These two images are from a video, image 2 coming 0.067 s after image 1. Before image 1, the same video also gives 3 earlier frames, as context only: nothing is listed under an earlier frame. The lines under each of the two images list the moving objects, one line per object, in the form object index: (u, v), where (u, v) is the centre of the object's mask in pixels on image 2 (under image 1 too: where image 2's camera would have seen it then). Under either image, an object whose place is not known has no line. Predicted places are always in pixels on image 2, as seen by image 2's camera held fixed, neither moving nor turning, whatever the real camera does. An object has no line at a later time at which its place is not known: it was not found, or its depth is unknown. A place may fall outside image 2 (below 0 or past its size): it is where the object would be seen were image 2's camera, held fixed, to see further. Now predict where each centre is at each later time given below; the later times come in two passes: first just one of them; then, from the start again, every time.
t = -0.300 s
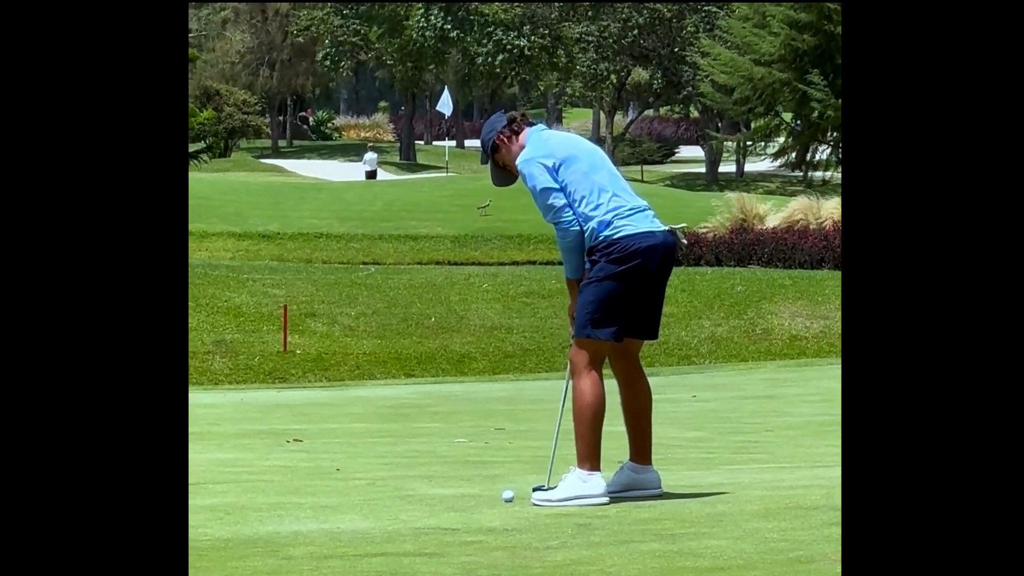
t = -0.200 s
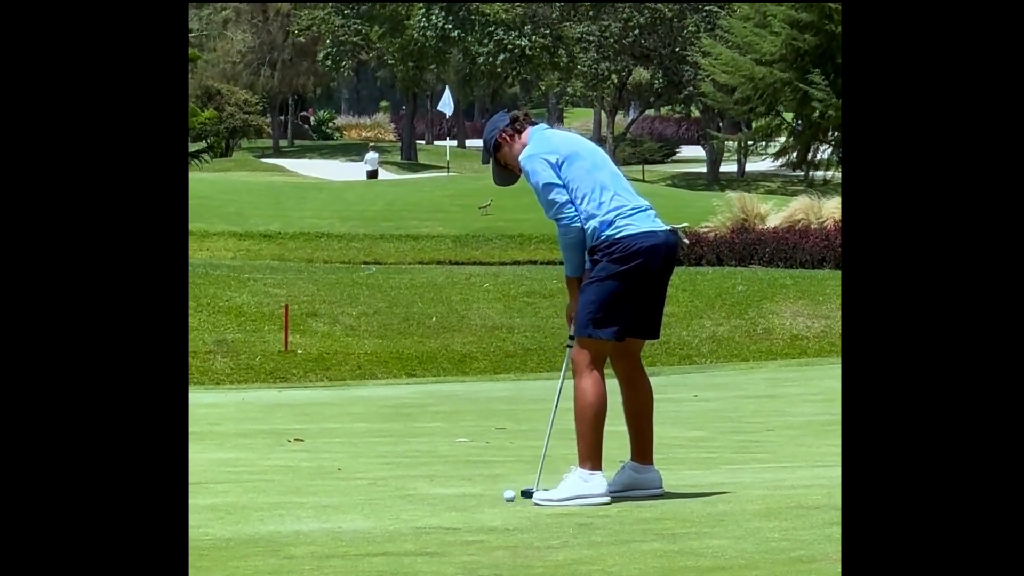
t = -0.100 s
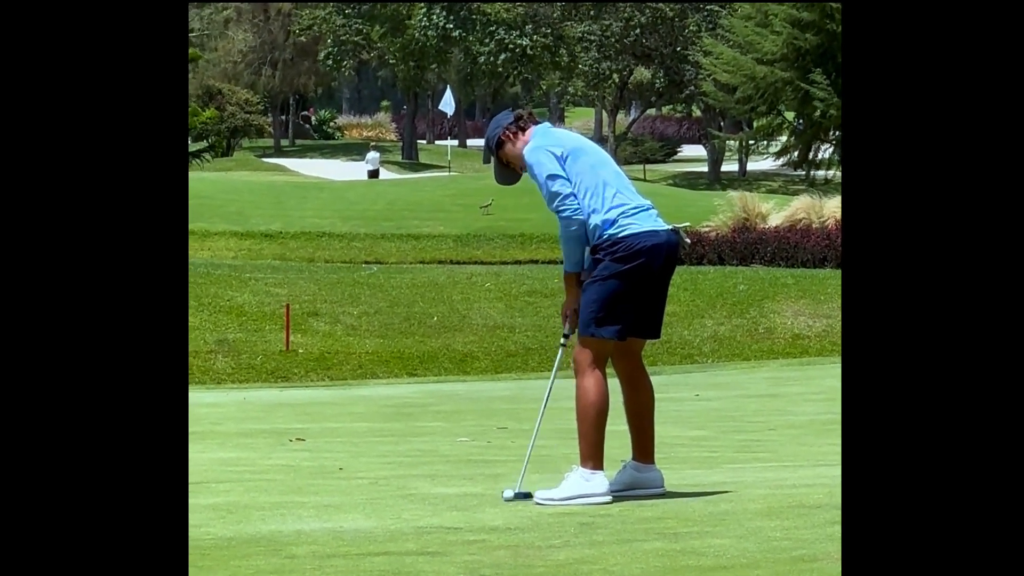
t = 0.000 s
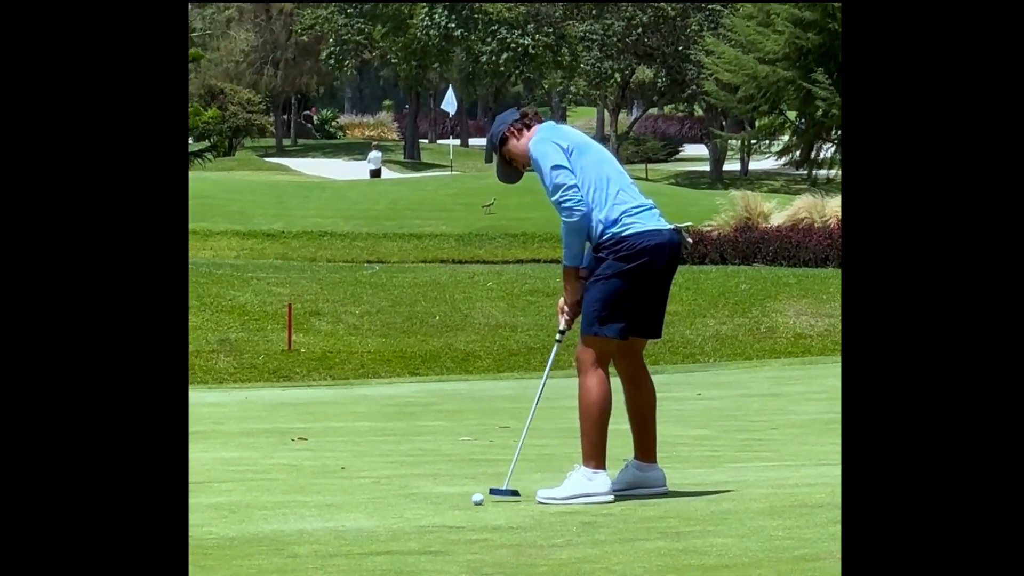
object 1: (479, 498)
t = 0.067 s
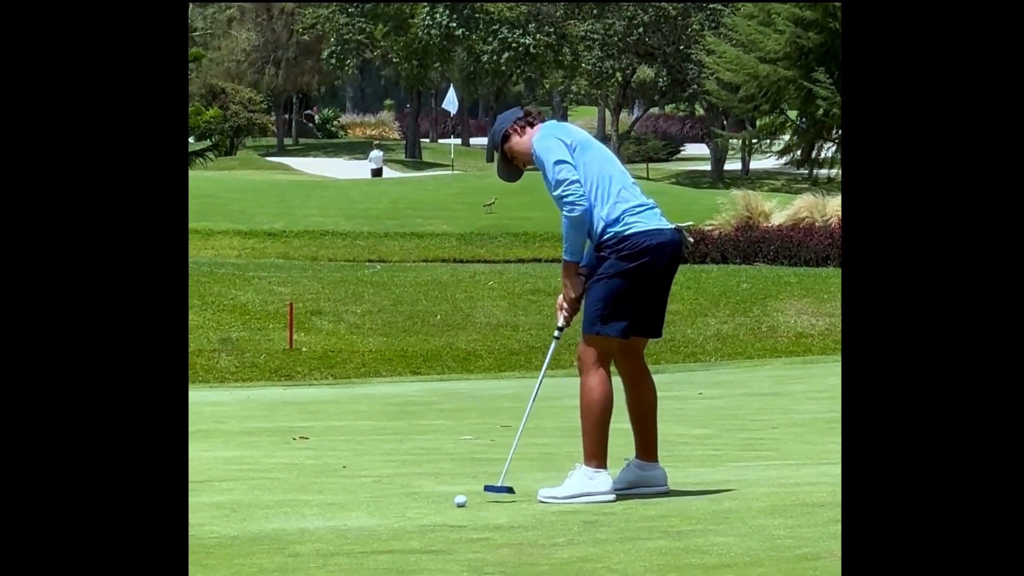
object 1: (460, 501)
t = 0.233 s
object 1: (414, 510)
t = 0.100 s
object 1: (451, 502)
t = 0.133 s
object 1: (442, 504)
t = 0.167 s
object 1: (433, 506)
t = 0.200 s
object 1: (424, 508)
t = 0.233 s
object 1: (414, 510)
